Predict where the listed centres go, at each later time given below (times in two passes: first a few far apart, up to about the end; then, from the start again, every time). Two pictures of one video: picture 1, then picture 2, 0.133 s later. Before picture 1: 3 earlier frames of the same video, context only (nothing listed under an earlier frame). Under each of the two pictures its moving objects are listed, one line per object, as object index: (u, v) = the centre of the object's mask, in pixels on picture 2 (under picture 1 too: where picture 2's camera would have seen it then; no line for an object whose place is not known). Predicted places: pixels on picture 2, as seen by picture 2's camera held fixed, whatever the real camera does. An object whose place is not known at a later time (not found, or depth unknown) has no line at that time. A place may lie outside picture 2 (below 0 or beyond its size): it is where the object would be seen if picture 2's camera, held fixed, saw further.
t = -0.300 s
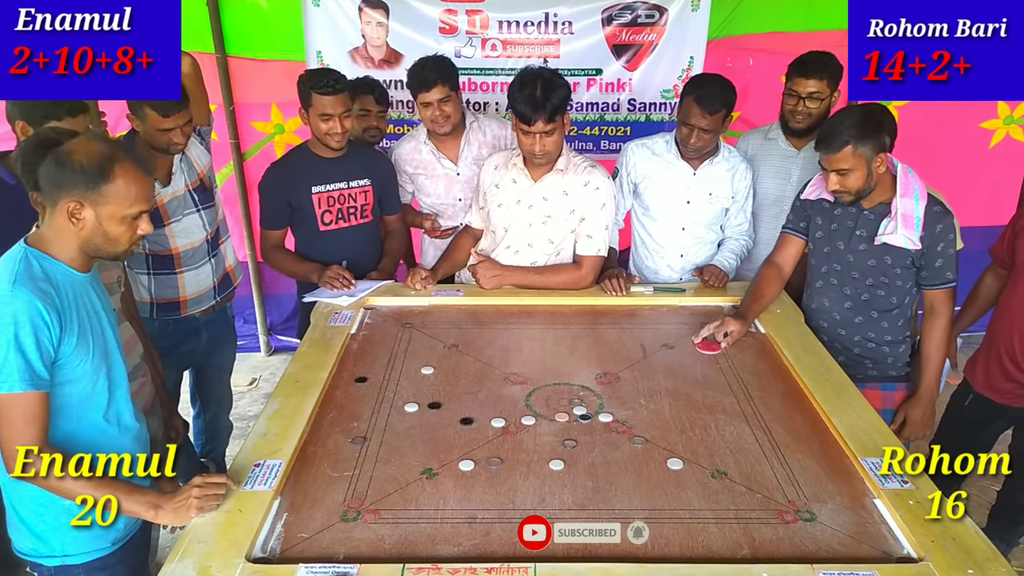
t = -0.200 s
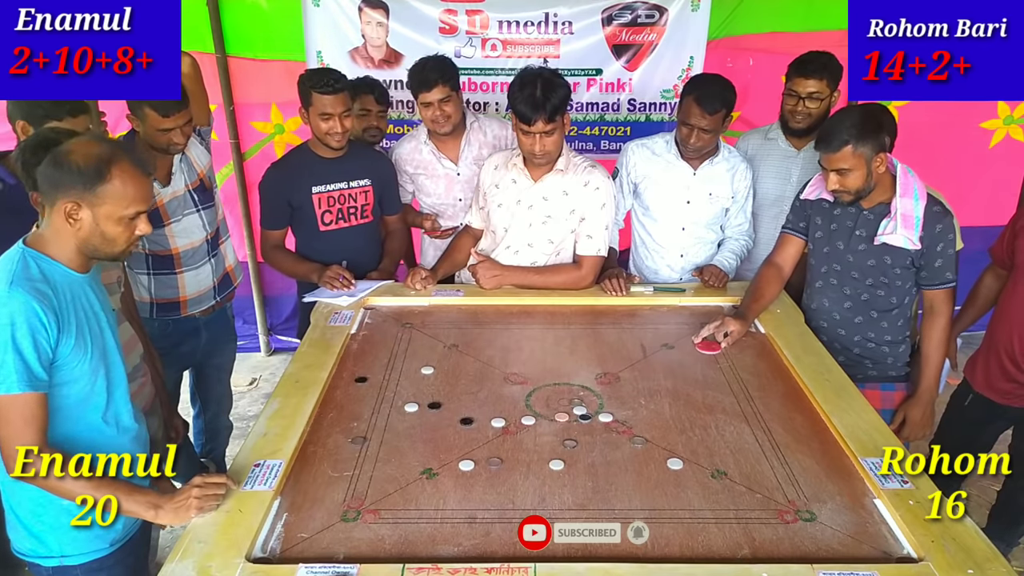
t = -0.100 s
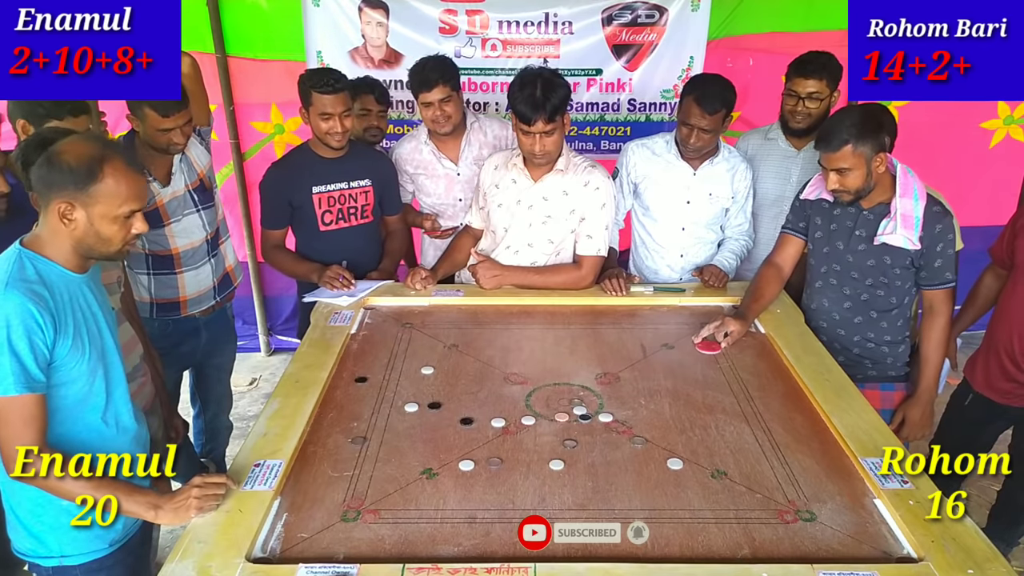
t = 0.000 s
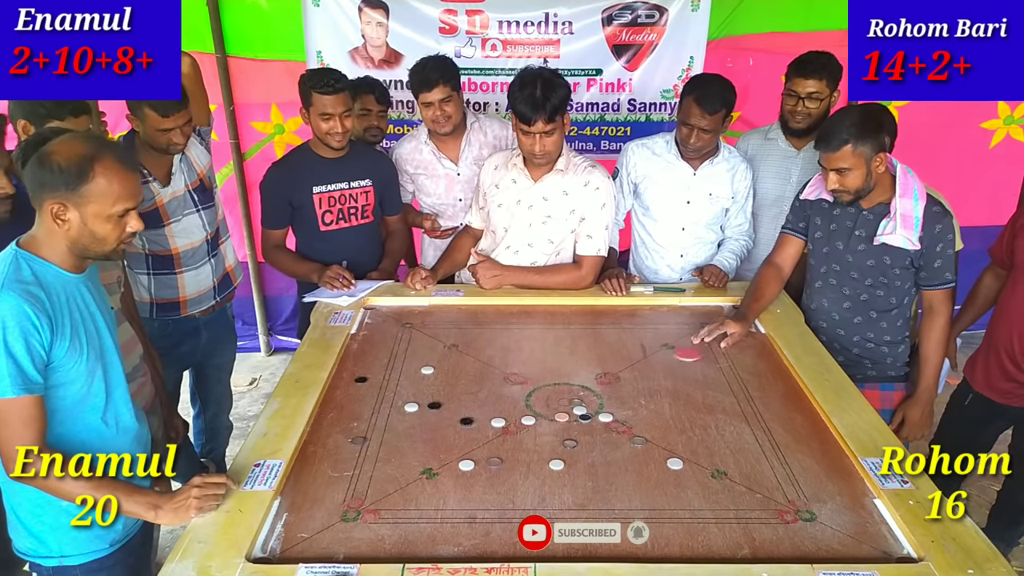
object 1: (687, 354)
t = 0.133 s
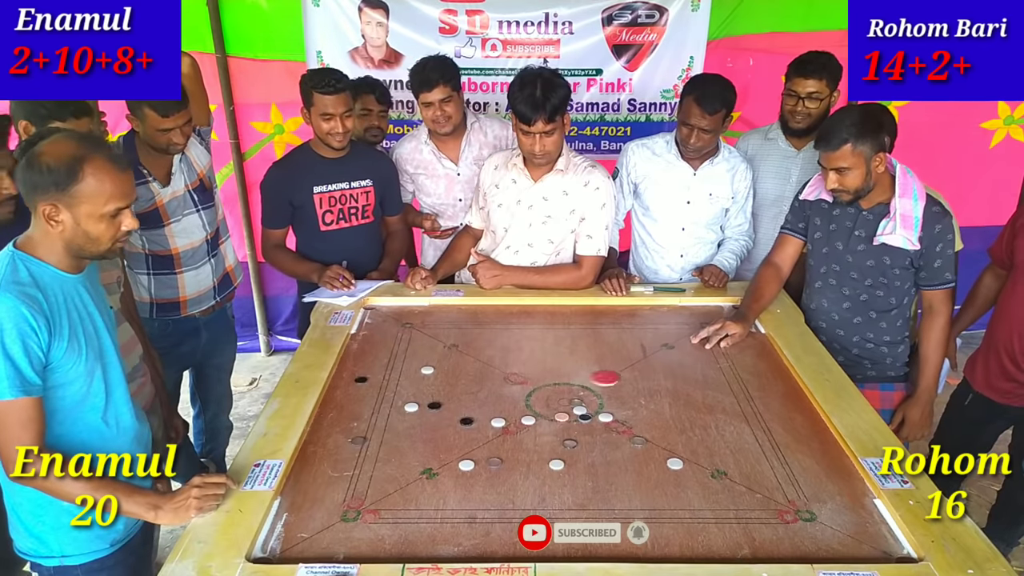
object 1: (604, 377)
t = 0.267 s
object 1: (521, 402)
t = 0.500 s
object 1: (404, 432)
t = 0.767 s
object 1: (334, 448)
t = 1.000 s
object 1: (323, 450)
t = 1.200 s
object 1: (323, 451)
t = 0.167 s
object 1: (584, 384)
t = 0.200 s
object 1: (563, 390)
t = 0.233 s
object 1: (543, 396)
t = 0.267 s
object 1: (521, 402)
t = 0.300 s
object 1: (501, 407)
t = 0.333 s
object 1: (480, 413)
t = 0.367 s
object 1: (464, 417)
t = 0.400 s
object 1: (449, 421)
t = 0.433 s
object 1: (434, 425)
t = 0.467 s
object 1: (419, 428)
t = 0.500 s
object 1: (404, 432)
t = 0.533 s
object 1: (391, 435)
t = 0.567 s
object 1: (378, 438)
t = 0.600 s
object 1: (369, 440)
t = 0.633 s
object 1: (360, 442)
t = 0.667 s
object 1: (352, 445)
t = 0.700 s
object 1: (343, 446)
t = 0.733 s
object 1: (338, 447)
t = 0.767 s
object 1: (334, 448)
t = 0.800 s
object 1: (330, 449)
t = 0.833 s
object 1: (327, 450)
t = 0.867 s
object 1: (325, 450)
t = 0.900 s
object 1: (323, 450)
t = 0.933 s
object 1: (323, 450)
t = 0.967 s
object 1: (323, 451)
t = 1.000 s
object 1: (323, 450)
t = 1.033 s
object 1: (323, 450)
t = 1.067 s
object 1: (323, 451)
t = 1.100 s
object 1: (323, 451)
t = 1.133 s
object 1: (323, 451)
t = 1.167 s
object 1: (323, 451)
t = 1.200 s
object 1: (323, 451)
